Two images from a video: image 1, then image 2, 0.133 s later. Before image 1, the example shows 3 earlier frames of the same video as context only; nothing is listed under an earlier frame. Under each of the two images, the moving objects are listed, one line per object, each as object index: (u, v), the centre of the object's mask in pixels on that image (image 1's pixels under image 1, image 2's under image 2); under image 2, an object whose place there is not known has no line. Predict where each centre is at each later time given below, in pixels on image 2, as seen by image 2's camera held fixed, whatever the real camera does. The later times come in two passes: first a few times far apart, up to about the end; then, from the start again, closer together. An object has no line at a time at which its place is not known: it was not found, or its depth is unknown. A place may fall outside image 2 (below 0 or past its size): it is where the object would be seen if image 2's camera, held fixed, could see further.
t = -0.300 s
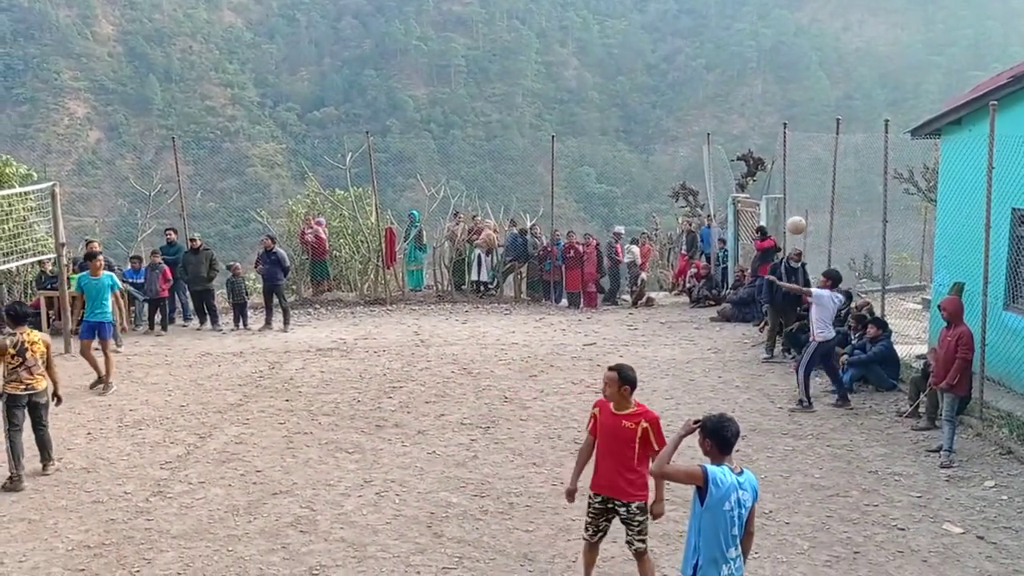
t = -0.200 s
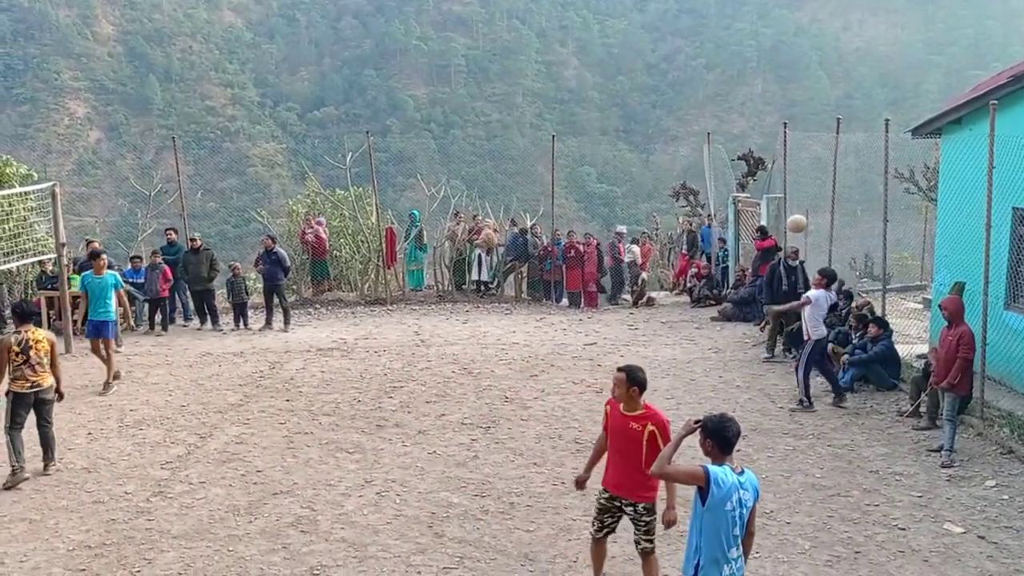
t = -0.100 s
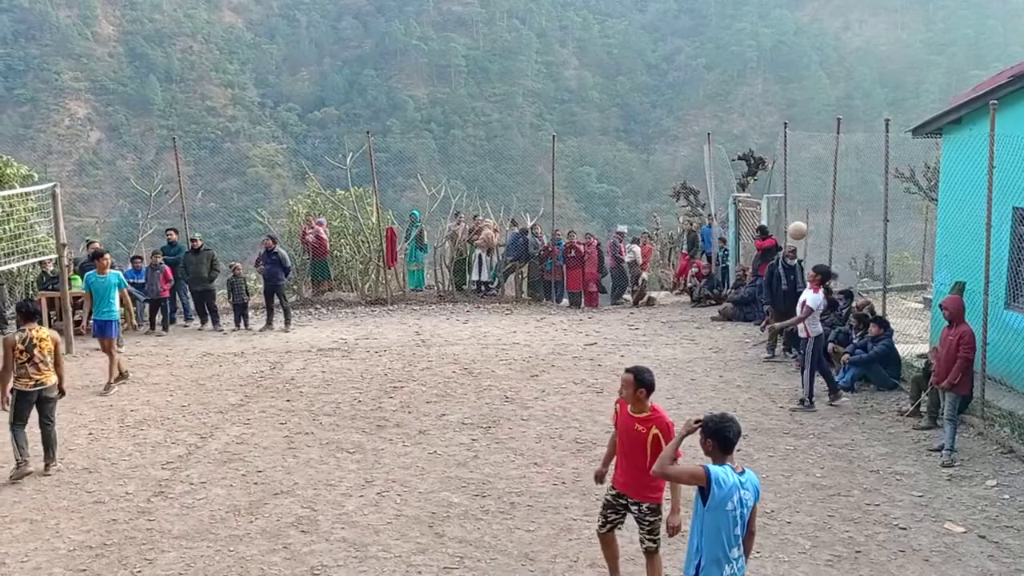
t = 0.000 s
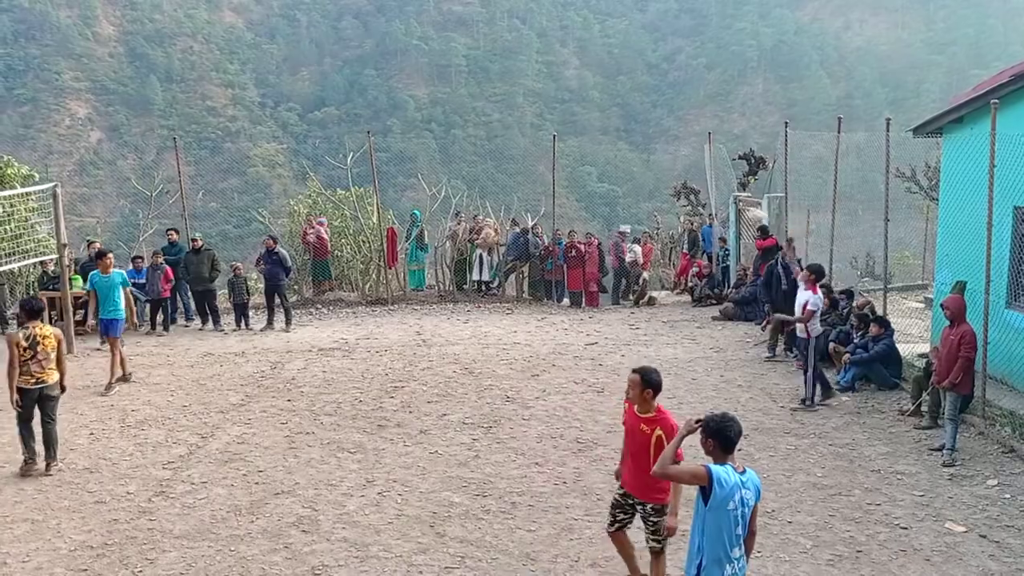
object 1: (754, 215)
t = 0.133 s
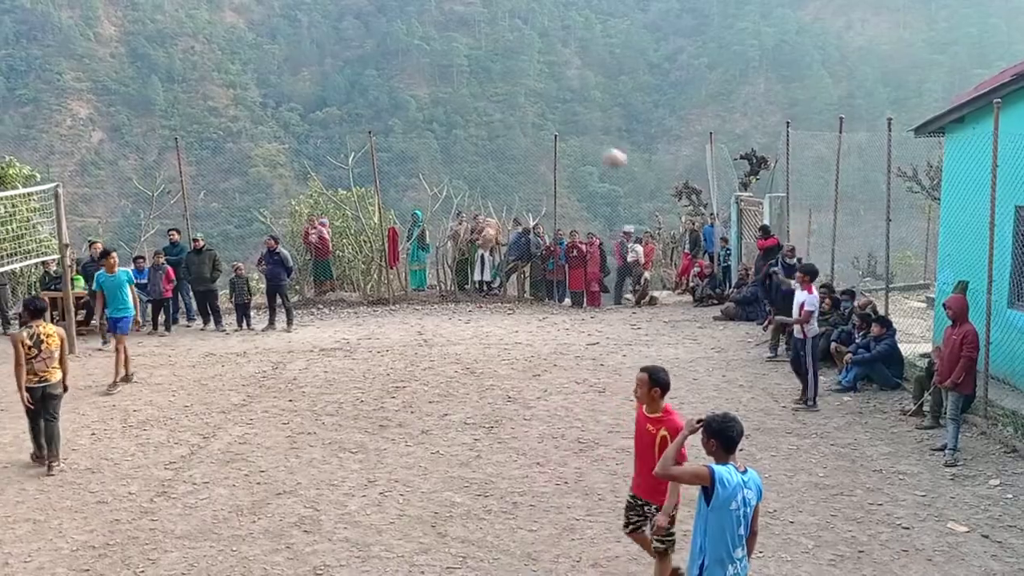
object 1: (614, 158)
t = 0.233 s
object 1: (504, 121)
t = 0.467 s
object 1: (234, 66)
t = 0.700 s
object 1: (-45, 61)
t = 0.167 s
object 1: (578, 145)
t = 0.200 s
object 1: (541, 133)
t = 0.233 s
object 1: (504, 121)
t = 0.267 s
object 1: (466, 110)
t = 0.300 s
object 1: (428, 101)
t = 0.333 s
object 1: (390, 92)
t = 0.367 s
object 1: (350, 83)
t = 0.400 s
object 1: (312, 76)
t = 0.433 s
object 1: (274, 71)
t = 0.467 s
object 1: (234, 66)
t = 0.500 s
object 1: (195, 62)
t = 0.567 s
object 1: (116, 57)
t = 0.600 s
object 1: (76, 56)
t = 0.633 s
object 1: (36, 56)
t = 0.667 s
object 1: (-5, 58)
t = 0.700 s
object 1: (-45, 61)
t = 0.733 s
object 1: (-86, 64)
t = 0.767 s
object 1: (-128, 69)
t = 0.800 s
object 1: (-169, 75)
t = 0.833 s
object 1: (-211, 82)
